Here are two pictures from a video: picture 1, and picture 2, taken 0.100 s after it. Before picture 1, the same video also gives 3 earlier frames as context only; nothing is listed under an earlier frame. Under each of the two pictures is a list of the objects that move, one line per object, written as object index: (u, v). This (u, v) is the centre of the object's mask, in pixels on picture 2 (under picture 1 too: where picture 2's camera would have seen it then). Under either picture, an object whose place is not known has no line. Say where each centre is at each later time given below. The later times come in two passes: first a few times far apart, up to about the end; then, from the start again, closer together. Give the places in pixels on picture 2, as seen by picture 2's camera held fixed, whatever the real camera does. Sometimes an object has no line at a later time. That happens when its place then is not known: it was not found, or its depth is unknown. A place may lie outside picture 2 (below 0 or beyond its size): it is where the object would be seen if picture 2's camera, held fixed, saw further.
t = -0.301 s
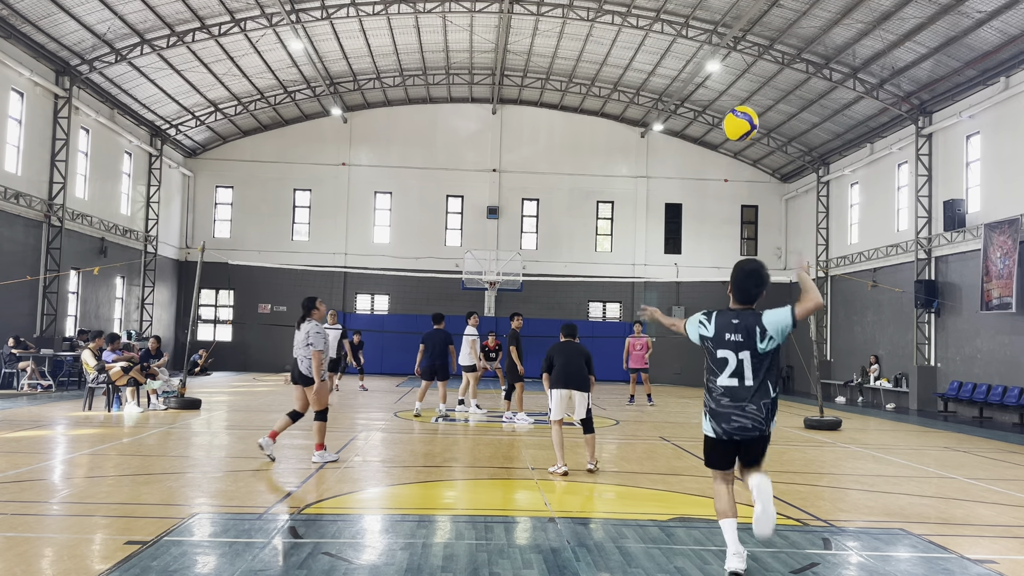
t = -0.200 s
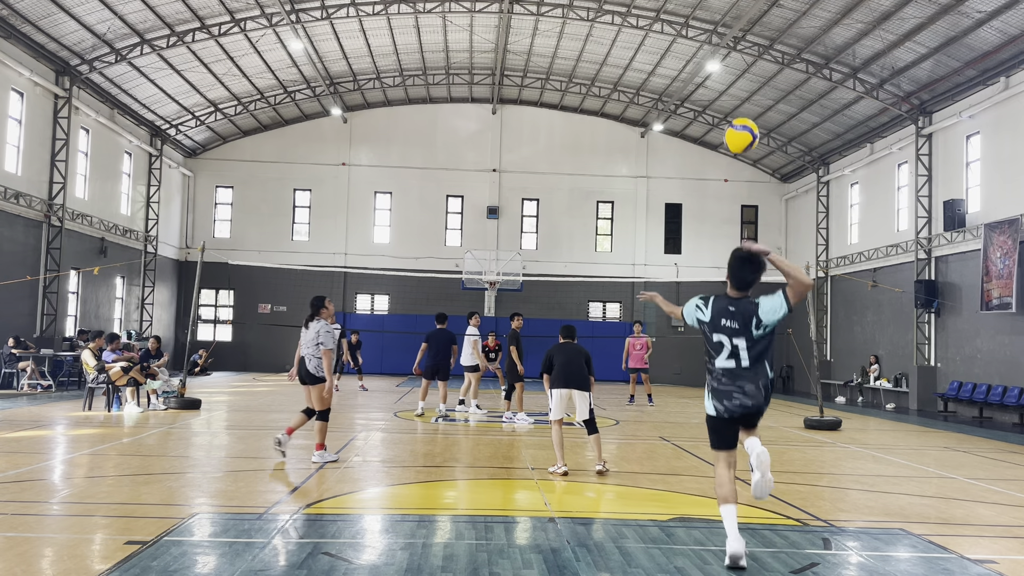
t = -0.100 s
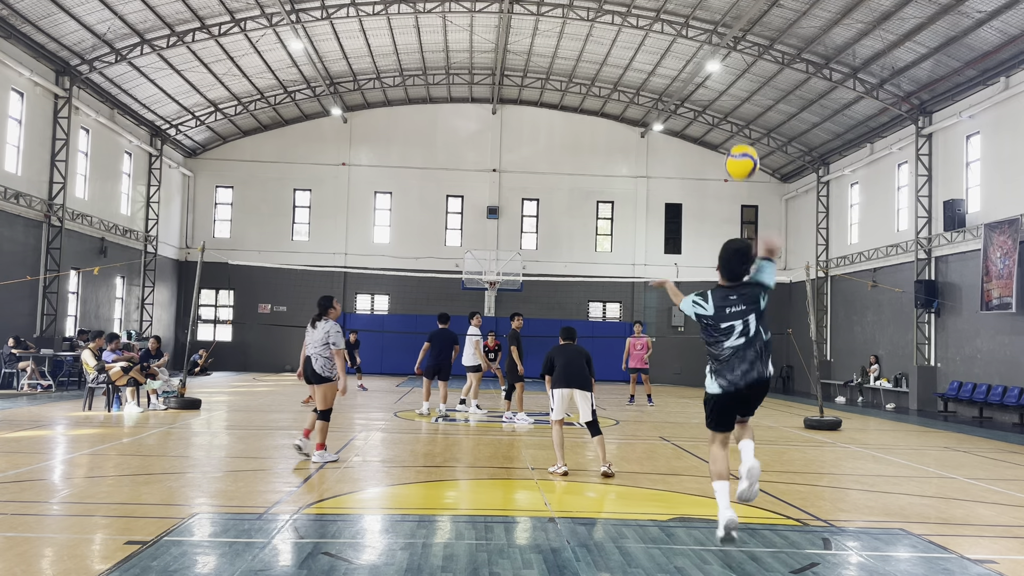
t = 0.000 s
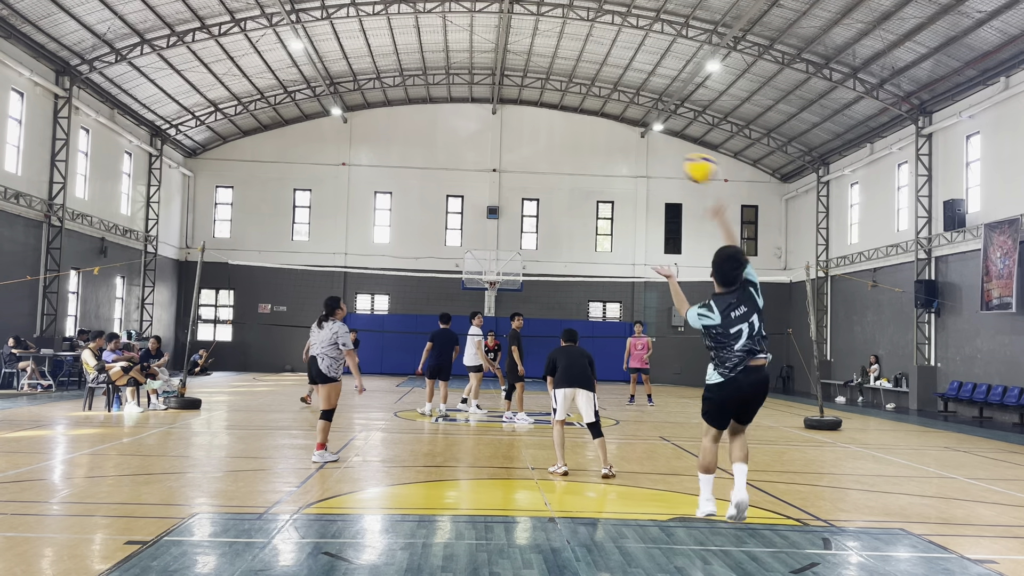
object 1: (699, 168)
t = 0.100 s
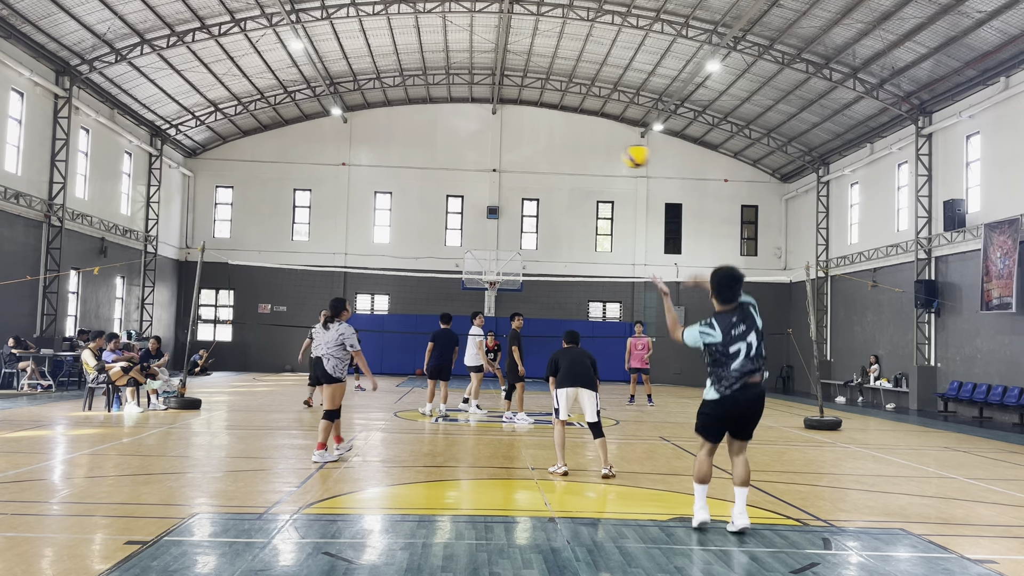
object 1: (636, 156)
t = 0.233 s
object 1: (578, 161)
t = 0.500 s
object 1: (512, 206)
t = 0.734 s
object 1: (475, 261)
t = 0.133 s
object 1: (619, 155)
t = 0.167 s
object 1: (604, 156)
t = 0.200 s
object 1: (590, 158)
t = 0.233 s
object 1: (578, 161)
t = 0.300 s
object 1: (556, 169)
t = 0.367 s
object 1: (539, 179)
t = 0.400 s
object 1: (532, 186)
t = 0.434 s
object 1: (525, 192)
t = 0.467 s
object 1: (518, 198)
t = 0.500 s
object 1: (512, 206)
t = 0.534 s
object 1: (506, 213)
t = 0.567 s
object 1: (500, 220)
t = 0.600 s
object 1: (495, 228)
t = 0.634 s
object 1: (489, 236)
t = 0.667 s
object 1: (484, 244)
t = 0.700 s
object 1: (480, 253)
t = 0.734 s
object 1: (475, 261)
